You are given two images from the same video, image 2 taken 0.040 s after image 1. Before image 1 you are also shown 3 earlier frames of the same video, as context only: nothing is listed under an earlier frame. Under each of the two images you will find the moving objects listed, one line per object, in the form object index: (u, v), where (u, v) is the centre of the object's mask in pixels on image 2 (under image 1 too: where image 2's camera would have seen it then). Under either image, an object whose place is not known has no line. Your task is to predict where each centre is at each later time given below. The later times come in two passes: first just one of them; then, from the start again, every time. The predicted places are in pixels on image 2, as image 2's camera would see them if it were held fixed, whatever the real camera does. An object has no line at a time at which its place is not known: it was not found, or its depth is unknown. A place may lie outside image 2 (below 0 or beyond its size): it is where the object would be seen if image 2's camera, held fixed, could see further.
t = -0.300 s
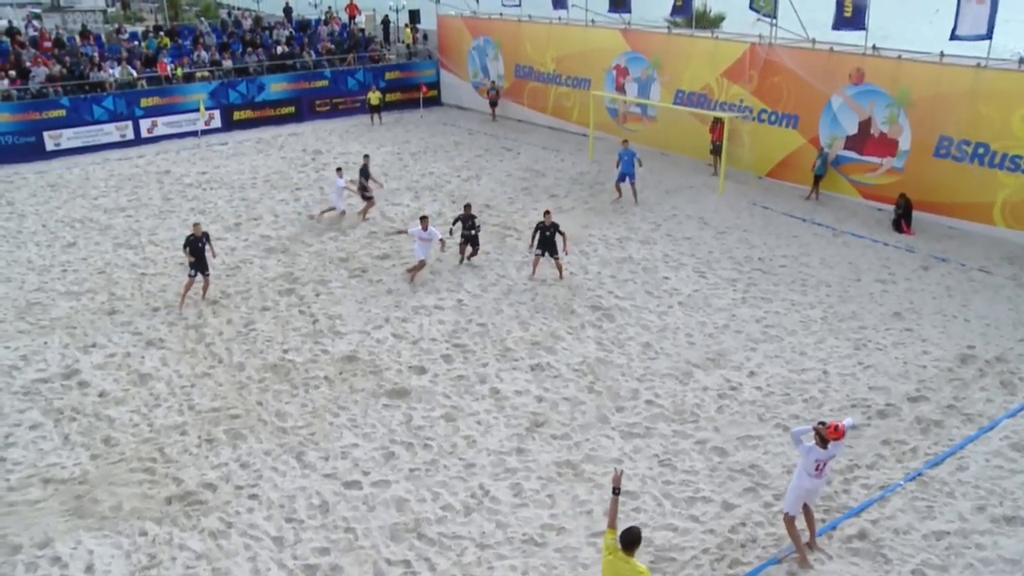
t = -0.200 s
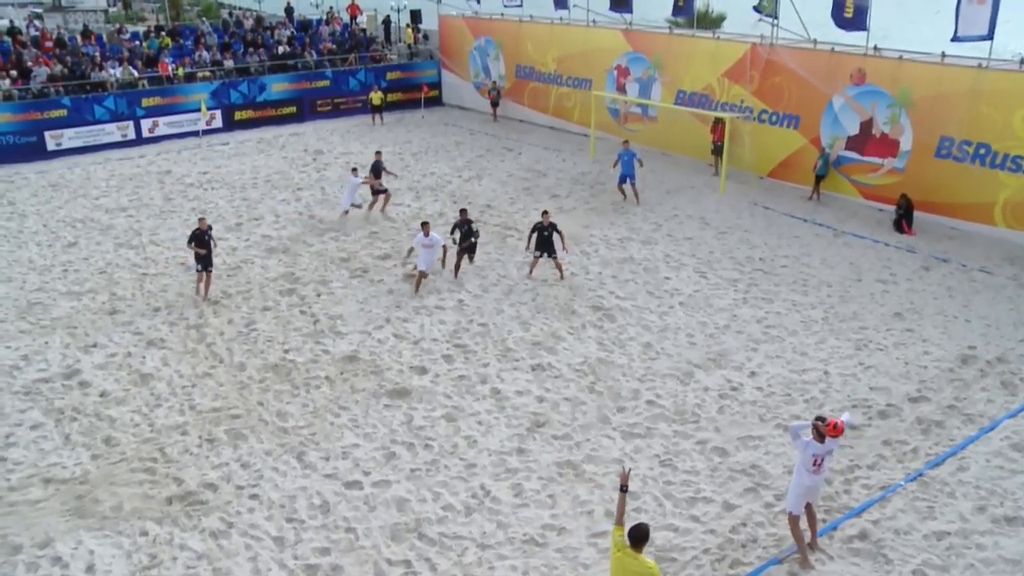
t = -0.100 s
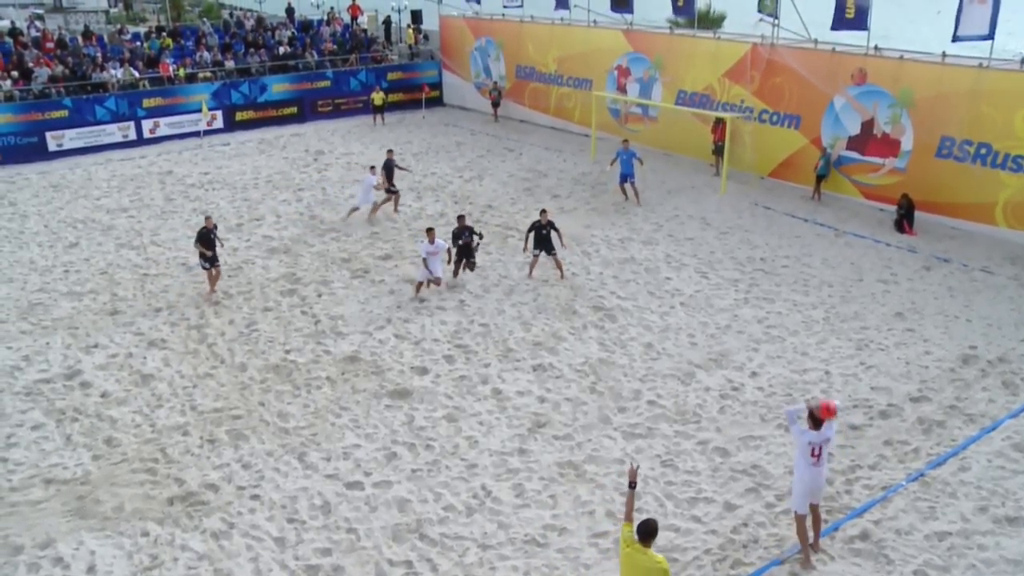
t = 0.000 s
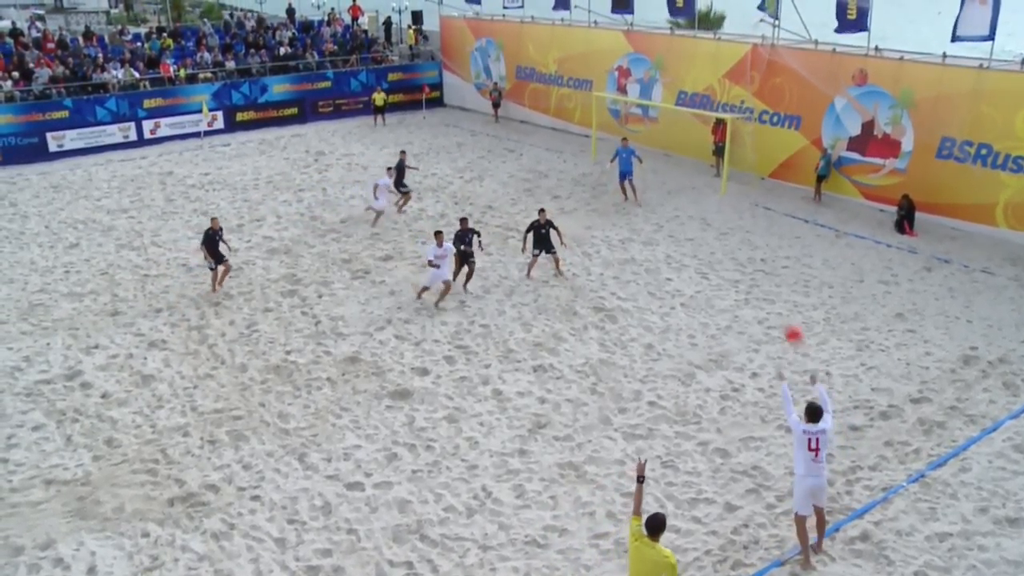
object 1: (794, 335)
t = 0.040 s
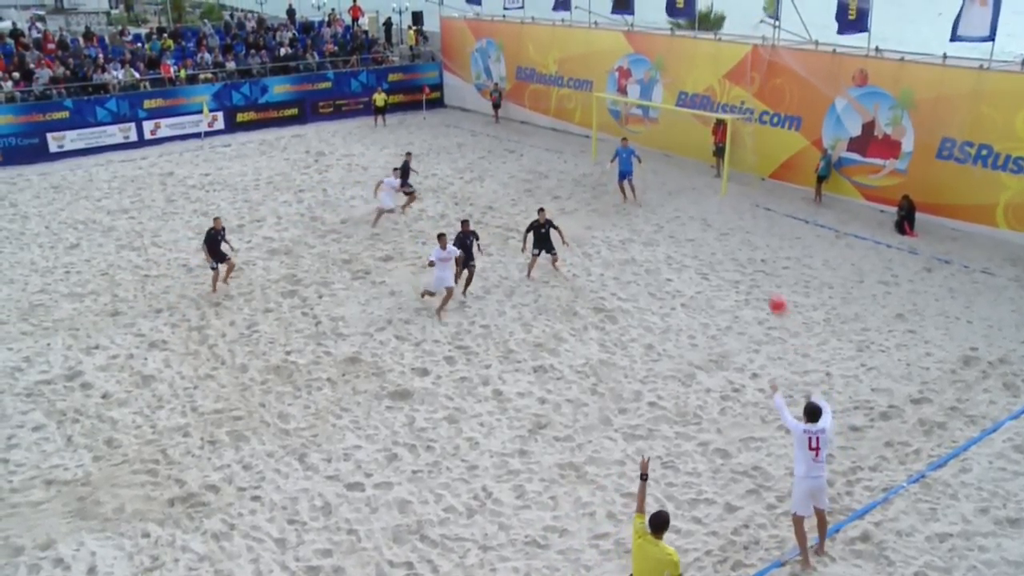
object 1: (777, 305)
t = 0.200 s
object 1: (721, 218)
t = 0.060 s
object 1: (770, 293)
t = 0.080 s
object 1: (762, 279)
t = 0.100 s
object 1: (755, 267)
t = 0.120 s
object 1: (748, 256)
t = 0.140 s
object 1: (741, 245)
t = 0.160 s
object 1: (734, 236)
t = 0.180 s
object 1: (727, 227)
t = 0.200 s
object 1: (721, 218)
